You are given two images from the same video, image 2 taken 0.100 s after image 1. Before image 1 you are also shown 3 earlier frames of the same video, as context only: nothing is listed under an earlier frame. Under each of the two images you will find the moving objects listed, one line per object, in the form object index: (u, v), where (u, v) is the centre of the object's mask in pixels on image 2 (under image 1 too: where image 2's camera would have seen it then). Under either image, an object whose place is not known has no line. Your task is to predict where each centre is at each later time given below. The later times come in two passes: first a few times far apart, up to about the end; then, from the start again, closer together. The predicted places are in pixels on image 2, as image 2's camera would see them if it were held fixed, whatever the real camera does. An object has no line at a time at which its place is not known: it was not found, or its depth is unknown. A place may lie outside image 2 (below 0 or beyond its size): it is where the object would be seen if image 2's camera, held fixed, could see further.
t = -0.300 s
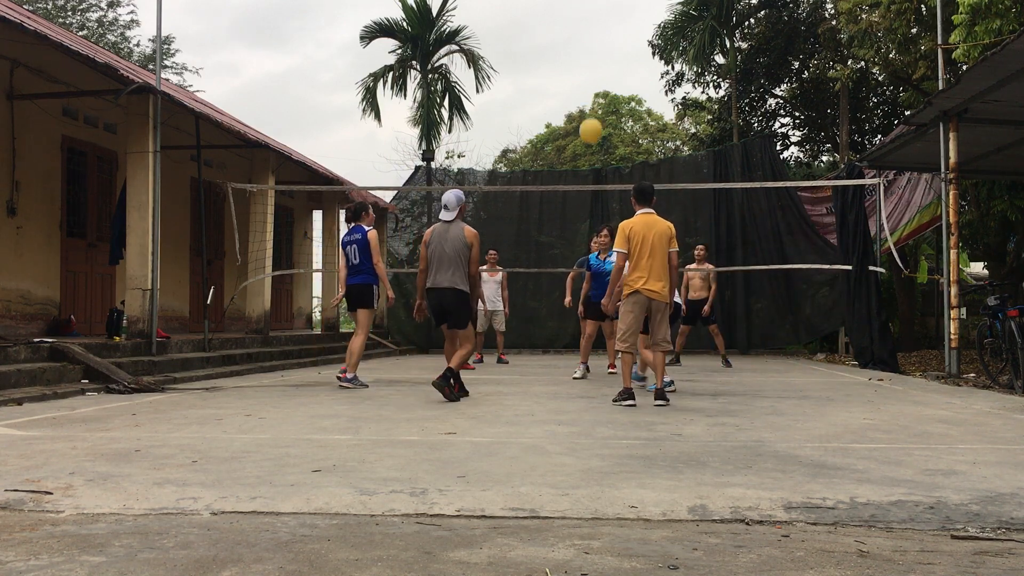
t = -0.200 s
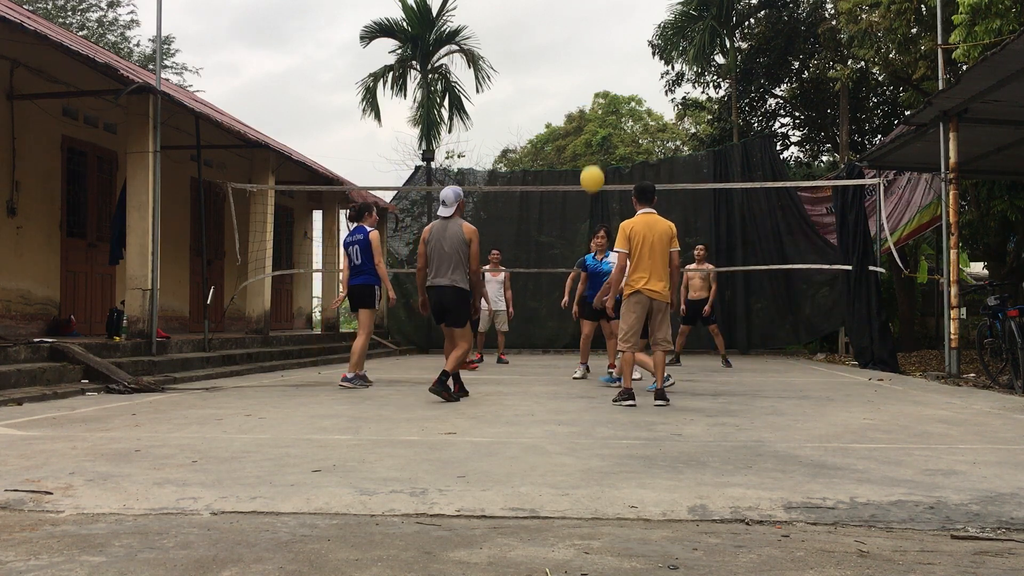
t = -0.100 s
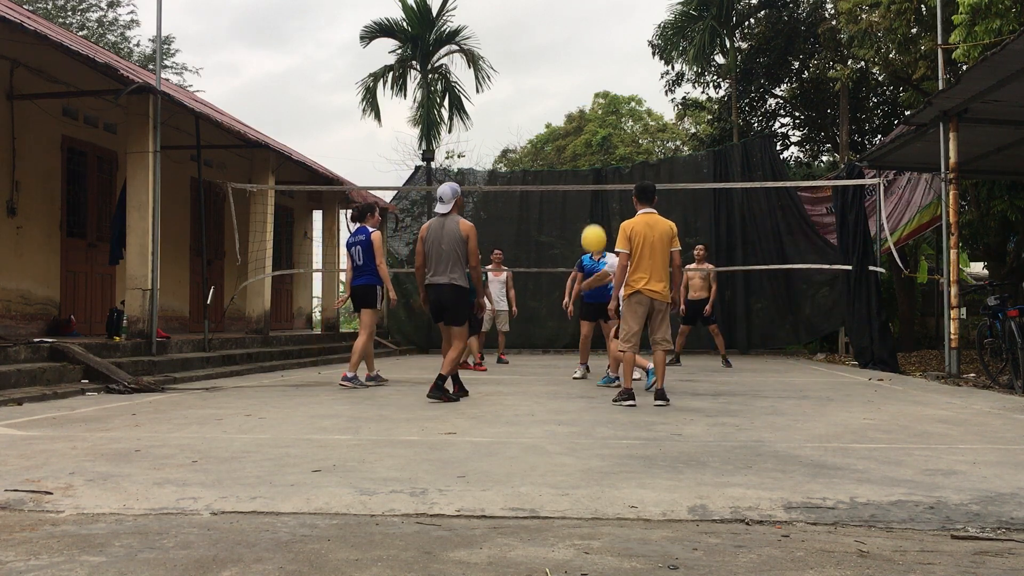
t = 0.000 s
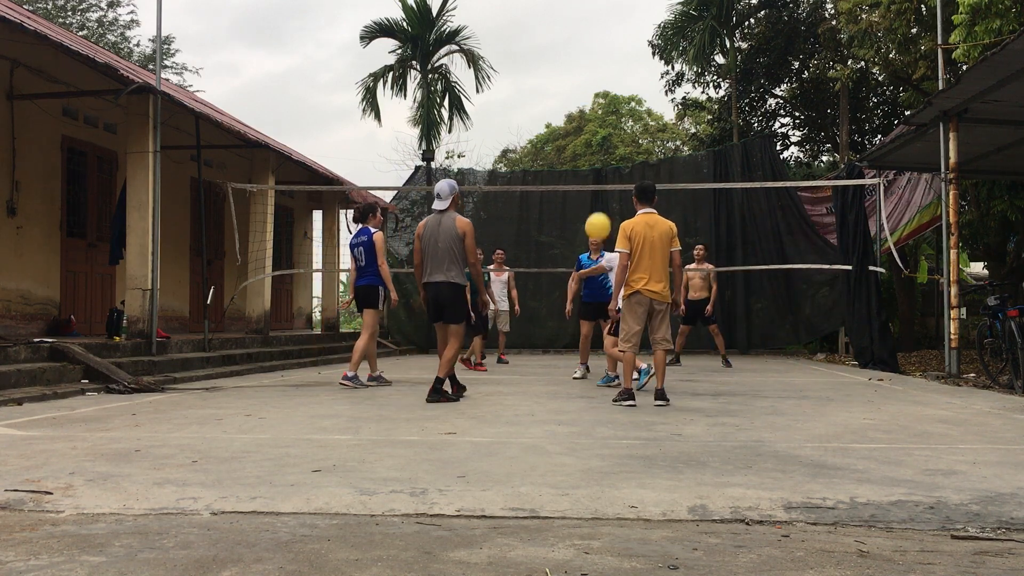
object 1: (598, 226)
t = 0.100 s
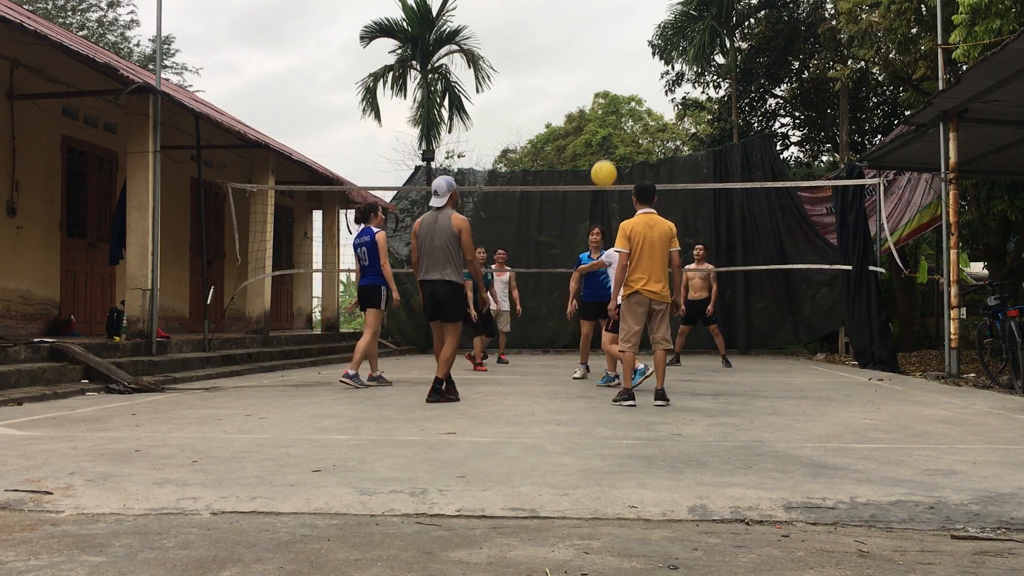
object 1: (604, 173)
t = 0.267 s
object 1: (613, 110)
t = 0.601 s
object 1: (630, 70)
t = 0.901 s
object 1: (643, 122)
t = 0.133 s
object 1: (606, 158)
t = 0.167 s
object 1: (608, 145)
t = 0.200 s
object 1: (609, 132)
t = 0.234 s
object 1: (611, 121)
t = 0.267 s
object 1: (613, 110)
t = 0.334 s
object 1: (616, 94)
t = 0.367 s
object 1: (618, 87)
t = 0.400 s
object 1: (620, 81)
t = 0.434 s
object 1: (622, 76)
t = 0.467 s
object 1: (623, 73)
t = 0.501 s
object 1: (625, 71)
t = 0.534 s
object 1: (627, 69)
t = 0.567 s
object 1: (628, 69)
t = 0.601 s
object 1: (630, 70)
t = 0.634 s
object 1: (632, 72)
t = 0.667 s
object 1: (633, 75)
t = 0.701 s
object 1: (635, 79)
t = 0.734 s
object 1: (636, 84)
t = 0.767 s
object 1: (637, 90)
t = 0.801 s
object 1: (639, 97)
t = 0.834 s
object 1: (640, 104)
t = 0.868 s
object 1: (641, 113)
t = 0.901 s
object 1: (643, 122)
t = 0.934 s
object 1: (644, 133)
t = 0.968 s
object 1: (645, 144)
